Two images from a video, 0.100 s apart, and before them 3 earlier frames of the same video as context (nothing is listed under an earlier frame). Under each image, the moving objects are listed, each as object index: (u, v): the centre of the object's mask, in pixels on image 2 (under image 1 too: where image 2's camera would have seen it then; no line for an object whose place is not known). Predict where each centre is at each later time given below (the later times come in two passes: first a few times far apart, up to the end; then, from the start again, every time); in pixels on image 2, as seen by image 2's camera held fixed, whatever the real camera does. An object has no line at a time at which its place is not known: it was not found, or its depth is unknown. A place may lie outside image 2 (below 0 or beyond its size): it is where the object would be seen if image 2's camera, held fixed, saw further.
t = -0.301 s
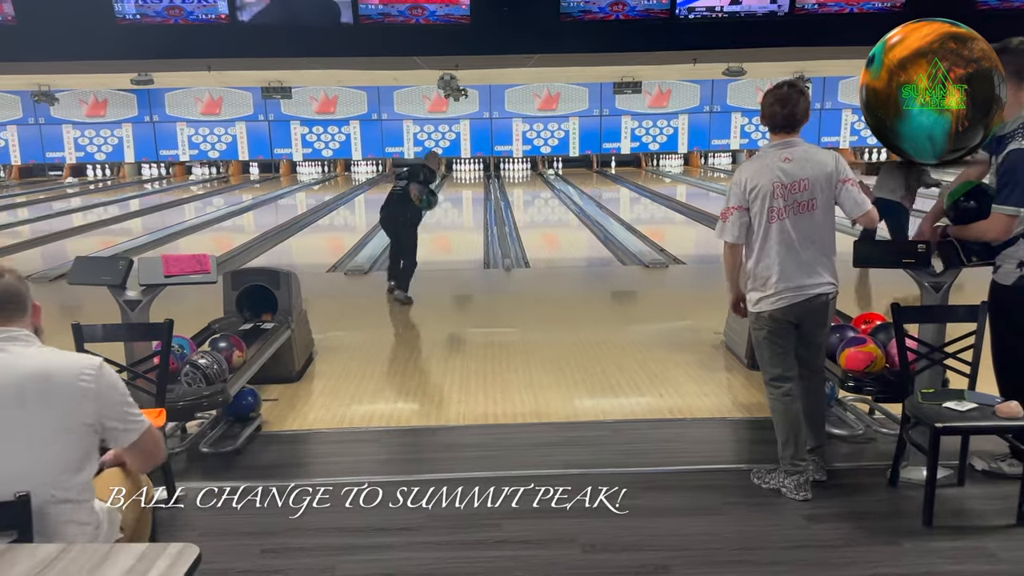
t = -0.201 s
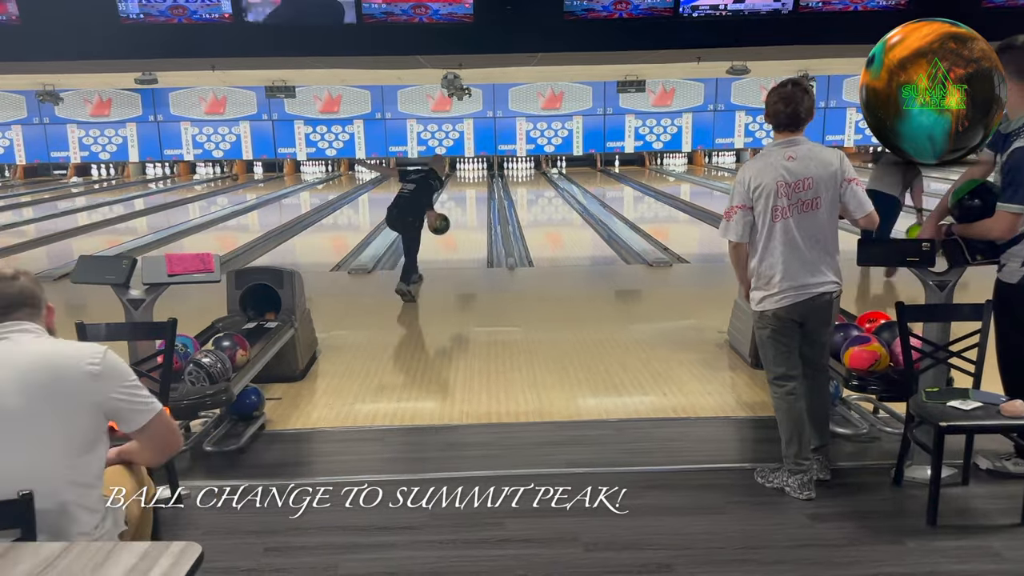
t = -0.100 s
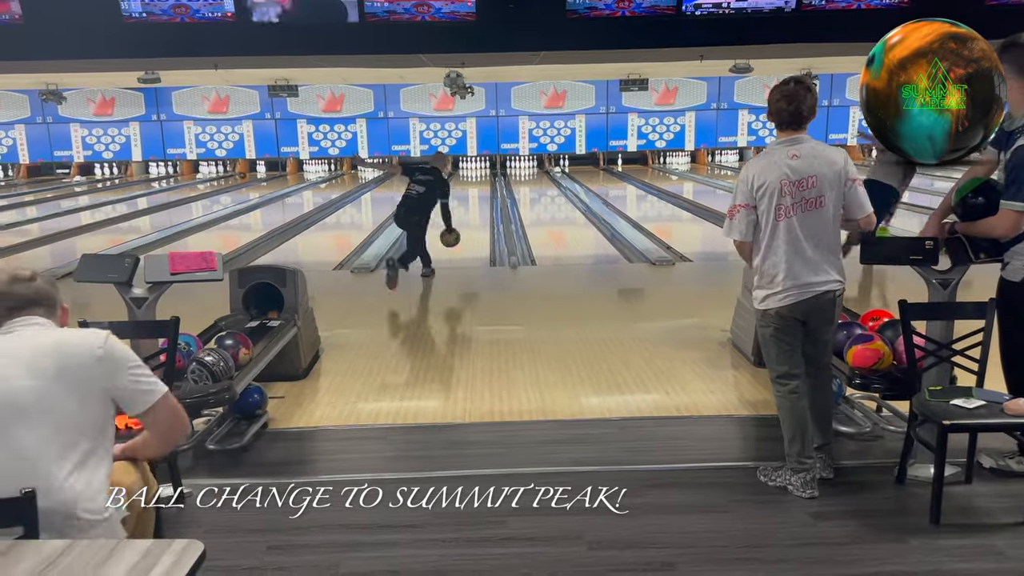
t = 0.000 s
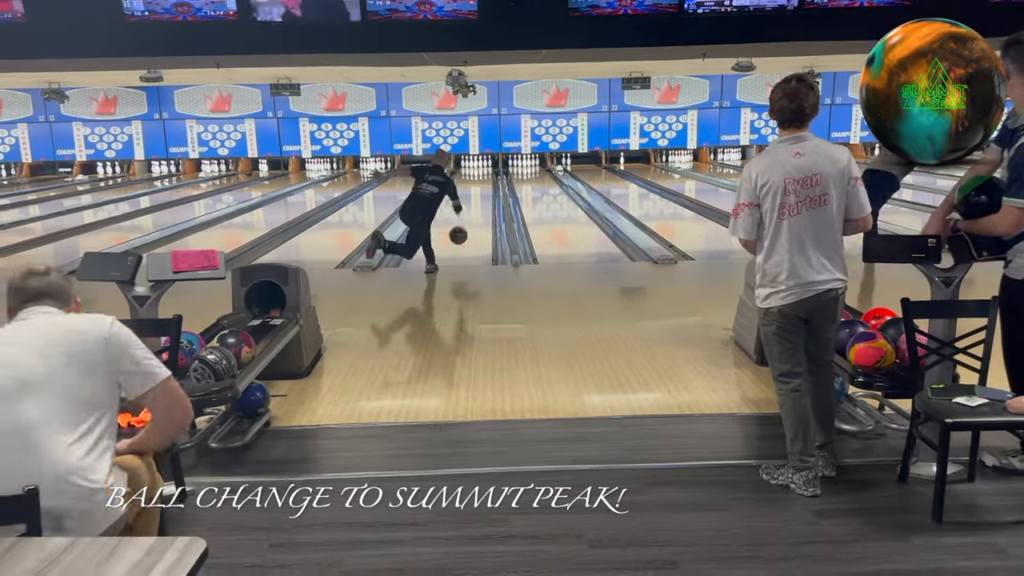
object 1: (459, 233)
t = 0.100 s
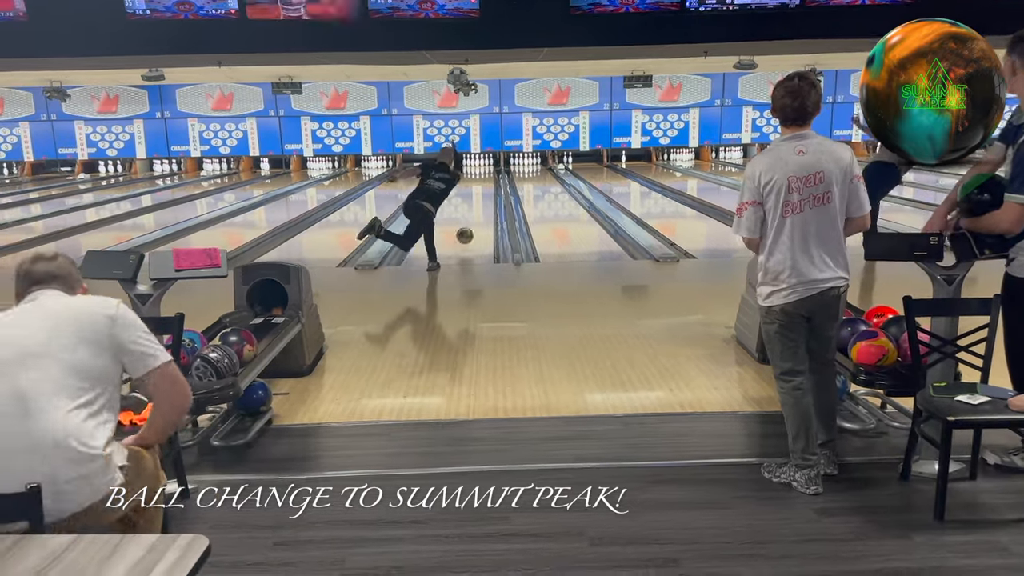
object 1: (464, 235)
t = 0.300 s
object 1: (471, 224)
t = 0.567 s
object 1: (477, 207)
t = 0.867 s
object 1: (482, 194)
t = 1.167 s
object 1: (485, 183)
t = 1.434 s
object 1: (487, 177)
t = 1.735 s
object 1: (487, 172)
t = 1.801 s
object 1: (488, 171)
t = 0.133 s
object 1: (466, 238)
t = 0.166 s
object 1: (467, 235)
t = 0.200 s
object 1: (468, 232)
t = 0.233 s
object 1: (469, 229)
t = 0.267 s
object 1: (470, 227)
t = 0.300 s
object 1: (471, 224)
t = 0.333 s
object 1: (472, 221)
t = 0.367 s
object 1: (473, 219)
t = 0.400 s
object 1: (474, 217)
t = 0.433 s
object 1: (475, 215)
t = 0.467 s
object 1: (475, 212)
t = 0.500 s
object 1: (476, 211)
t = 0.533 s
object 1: (477, 209)
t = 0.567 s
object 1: (477, 207)
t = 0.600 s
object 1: (478, 205)
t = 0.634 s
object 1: (479, 203)
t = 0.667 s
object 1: (479, 202)
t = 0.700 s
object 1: (480, 200)
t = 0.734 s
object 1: (480, 199)
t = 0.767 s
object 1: (481, 198)
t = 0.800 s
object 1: (481, 196)
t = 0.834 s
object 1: (482, 195)
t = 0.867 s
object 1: (482, 194)
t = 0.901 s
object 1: (482, 192)
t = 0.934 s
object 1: (483, 191)
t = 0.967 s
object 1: (483, 190)
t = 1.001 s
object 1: (483, 189)
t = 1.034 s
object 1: (484, 188)
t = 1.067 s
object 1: (484, 187)
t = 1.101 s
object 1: (484, 185)
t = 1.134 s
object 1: (485, 184)
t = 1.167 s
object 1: (485, 183)
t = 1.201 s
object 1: (485, 183)
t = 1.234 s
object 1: (485, 182)
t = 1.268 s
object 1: (486, 182)
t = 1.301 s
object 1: (486, 180)
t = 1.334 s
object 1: (486, 180)
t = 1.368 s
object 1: (487, 178)
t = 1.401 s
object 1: (487, 177)
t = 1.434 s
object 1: (487, 177)
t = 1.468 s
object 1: (487, 176)
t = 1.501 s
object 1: (487, 175)
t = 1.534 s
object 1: (487, 174)
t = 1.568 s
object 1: (487, 173)
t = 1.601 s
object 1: (487, 173)
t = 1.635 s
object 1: (487, 171)
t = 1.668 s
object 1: (487, 171)
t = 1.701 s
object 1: (487, 171)
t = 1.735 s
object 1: (487, 172)
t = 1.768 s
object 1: (488, 171)
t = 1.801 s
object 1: (488, 171)
